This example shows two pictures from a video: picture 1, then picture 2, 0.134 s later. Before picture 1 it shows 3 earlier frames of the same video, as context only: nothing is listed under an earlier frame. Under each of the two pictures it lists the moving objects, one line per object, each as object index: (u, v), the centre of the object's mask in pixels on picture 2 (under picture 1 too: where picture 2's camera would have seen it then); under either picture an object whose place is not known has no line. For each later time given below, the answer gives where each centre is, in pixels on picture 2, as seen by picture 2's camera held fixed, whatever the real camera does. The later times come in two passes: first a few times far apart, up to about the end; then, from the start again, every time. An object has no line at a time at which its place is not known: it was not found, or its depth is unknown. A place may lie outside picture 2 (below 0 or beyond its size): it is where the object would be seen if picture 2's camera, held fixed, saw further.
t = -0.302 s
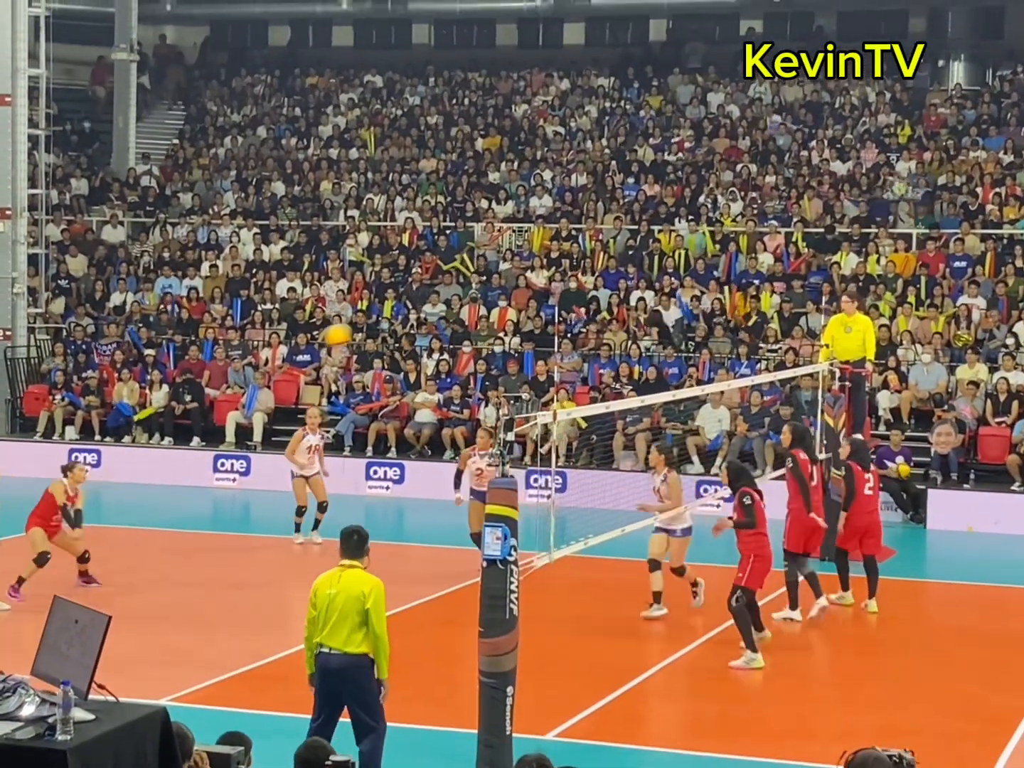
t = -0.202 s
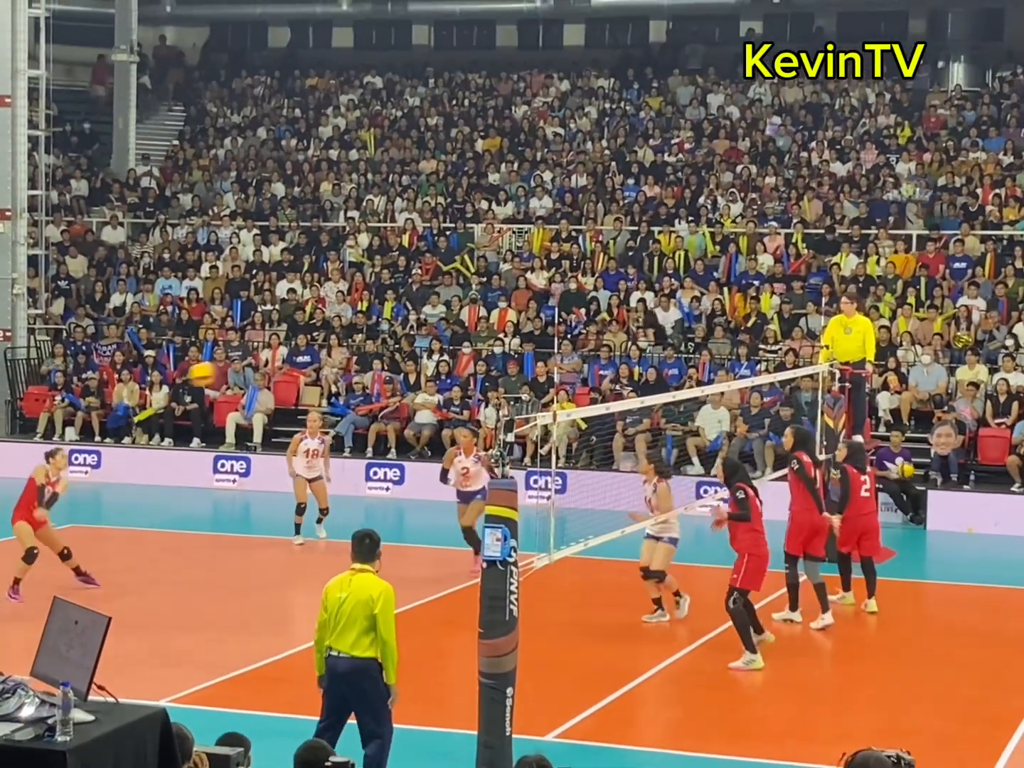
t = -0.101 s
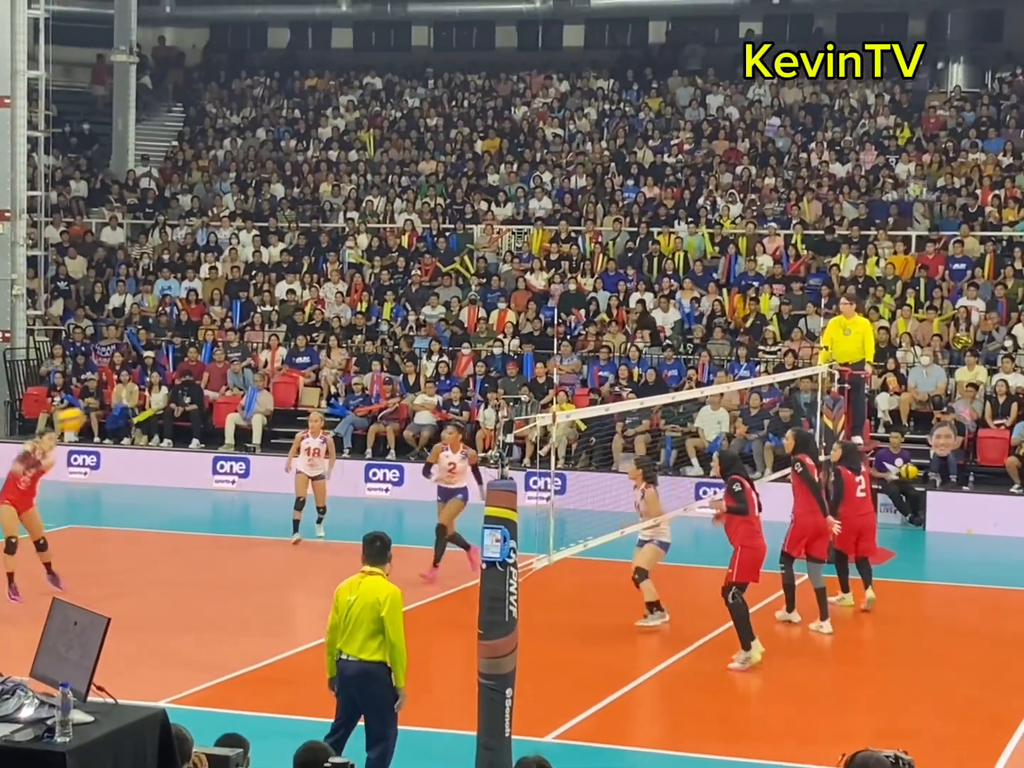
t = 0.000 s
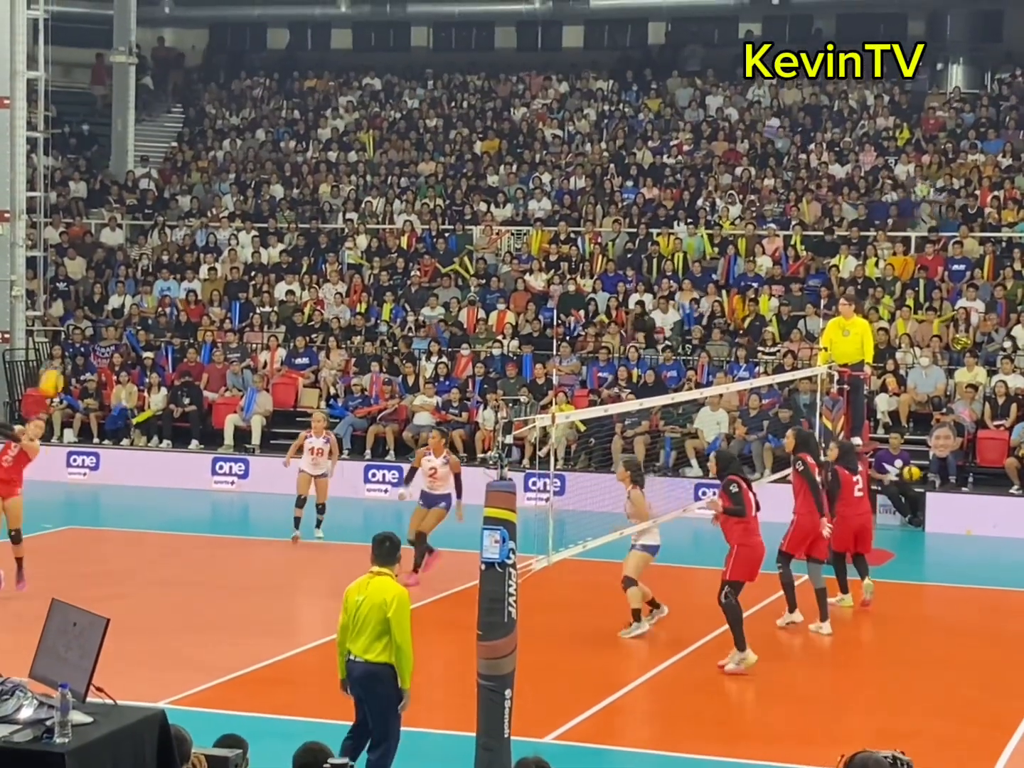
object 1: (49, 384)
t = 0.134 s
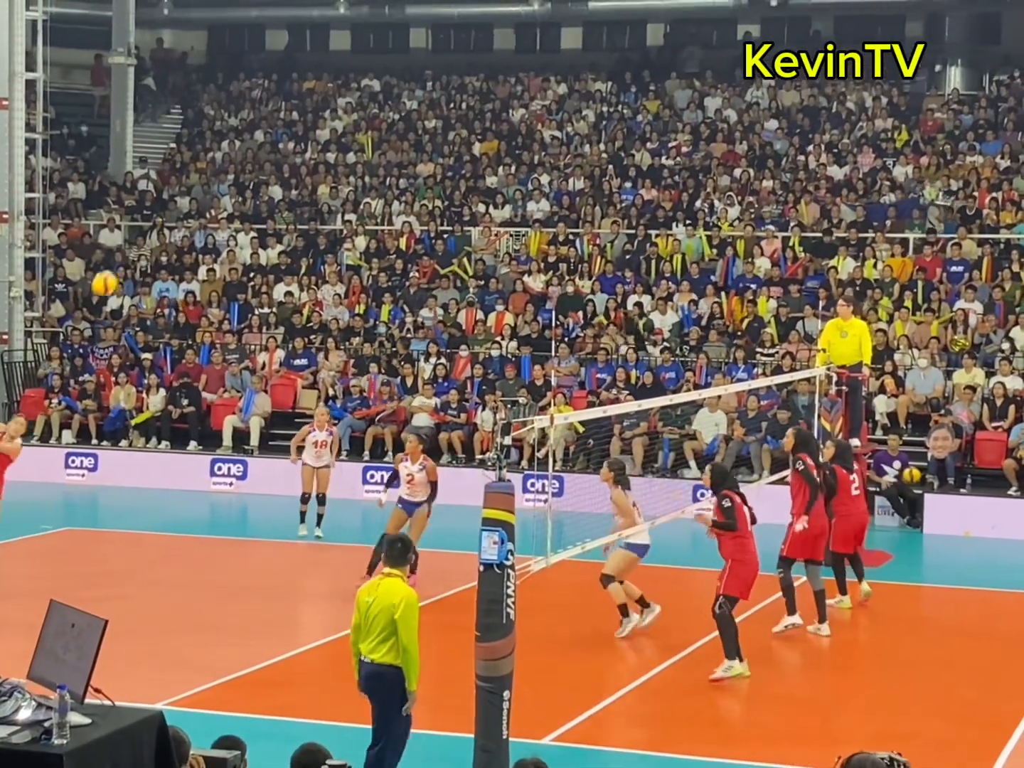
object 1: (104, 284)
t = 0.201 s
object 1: (131, 241)
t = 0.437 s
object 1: (224, 137)
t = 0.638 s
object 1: (299, 94)
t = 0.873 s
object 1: (385, 99)
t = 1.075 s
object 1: (455, 149)
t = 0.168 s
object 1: (118, 262)
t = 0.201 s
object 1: (131, 241)
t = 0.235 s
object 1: (145, 222)
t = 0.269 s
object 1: (159, 205)
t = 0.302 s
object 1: (171, 188)
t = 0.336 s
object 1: (184, 174)
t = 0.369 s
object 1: (197, 160)
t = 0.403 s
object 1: (210, 147)
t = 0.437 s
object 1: (224, 137)
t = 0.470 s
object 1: (237, 126)
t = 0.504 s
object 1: (249, 117)
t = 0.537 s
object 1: (261, 110)
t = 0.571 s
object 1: (274, 103)
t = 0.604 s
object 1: (287, 98)
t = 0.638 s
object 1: (299, 94)
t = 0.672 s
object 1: (311, 91)
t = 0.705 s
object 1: (323, 90)
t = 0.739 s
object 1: (336, 90)
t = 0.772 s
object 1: (348, 91)
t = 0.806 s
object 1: (361, 92)
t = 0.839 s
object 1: (373, 95)
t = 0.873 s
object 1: (385, 99)
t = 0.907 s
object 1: (396, 105)
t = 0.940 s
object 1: (408, 112)
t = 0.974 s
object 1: (421, 120)
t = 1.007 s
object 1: (432, 128)
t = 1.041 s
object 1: (444, 139)
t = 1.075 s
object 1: (455, 149)
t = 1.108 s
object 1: (467, 162)
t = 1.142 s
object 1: (478, 175)
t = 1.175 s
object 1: (489, 190)
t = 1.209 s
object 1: (500, 206)
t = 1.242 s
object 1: (512, 223)
